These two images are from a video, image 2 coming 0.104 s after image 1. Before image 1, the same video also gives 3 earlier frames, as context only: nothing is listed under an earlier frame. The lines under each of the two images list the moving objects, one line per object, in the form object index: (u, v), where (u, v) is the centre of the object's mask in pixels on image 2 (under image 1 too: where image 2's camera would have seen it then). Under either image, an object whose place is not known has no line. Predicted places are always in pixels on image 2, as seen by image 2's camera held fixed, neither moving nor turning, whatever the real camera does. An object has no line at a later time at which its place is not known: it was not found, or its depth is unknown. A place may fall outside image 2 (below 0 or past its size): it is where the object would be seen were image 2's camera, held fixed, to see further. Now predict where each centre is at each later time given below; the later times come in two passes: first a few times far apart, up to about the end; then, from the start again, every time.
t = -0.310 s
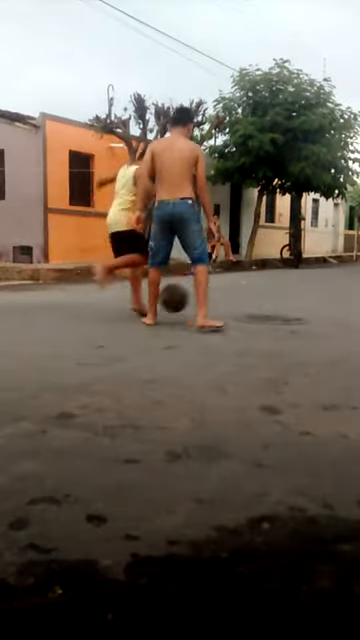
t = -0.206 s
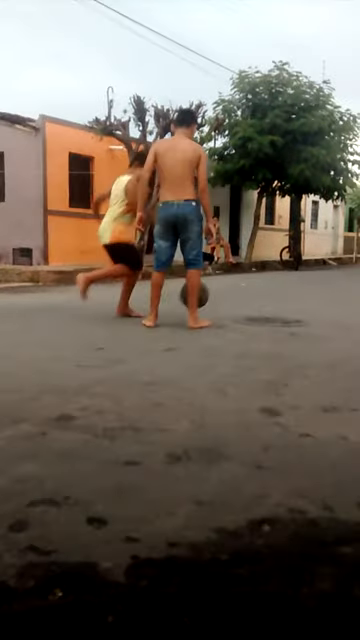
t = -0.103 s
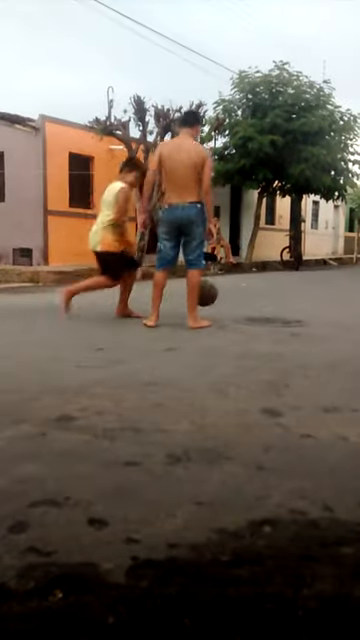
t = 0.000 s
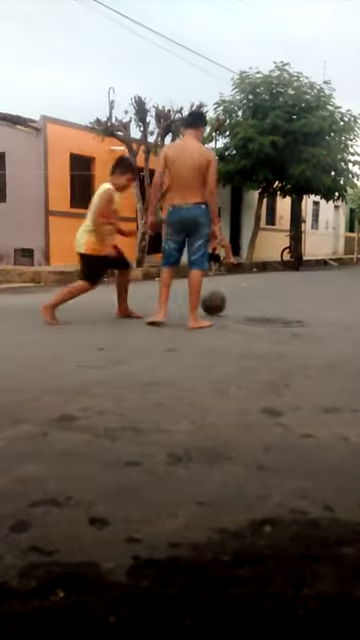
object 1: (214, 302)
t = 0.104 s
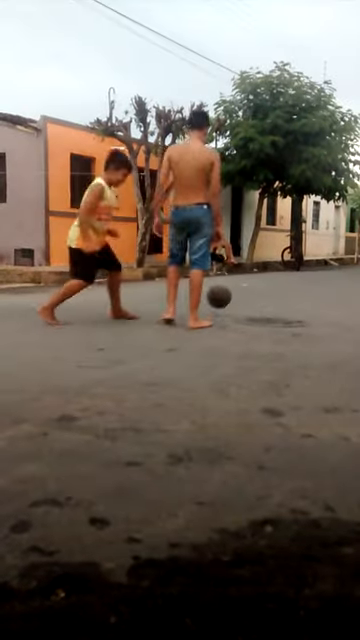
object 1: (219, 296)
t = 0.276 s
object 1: (227, 302)
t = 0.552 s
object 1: (239, 296)
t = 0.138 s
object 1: (222, 293)
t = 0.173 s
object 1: (223, 294)
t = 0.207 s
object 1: (224, 295)
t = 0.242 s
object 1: (226, 298)
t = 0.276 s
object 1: (227, 302)
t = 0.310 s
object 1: (229, 300)
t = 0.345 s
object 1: (230, 297)
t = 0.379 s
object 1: (231, 296)
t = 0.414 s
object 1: (233, 295)
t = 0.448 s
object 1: (234, 295)
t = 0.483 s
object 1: (236, 297)
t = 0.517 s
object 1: (237, 298)
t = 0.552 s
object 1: (239, 296)
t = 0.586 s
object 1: (241, 294)
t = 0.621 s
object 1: (242, 293)
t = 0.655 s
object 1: (243, 294)
